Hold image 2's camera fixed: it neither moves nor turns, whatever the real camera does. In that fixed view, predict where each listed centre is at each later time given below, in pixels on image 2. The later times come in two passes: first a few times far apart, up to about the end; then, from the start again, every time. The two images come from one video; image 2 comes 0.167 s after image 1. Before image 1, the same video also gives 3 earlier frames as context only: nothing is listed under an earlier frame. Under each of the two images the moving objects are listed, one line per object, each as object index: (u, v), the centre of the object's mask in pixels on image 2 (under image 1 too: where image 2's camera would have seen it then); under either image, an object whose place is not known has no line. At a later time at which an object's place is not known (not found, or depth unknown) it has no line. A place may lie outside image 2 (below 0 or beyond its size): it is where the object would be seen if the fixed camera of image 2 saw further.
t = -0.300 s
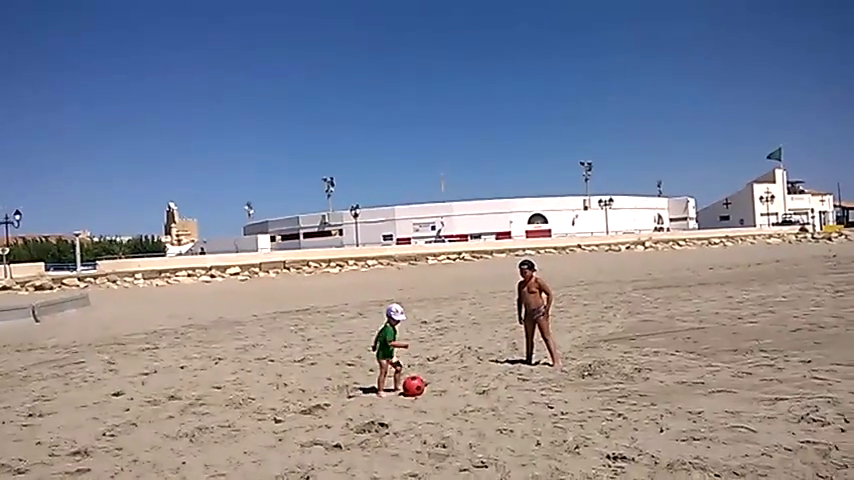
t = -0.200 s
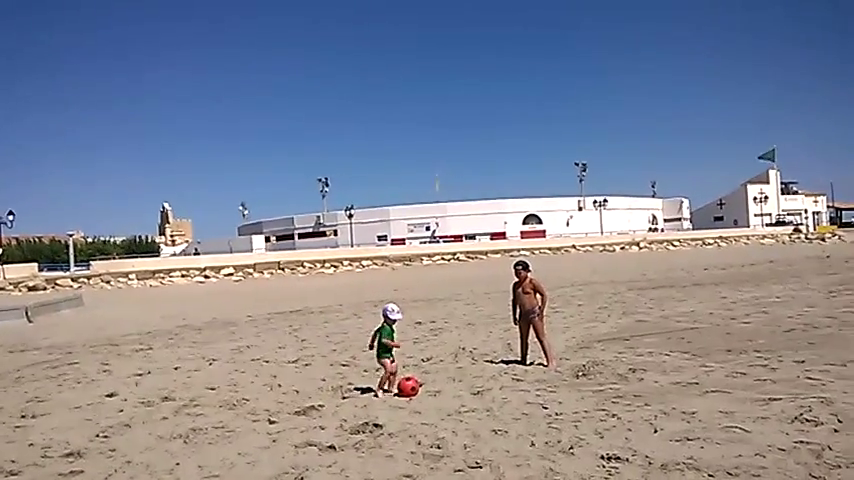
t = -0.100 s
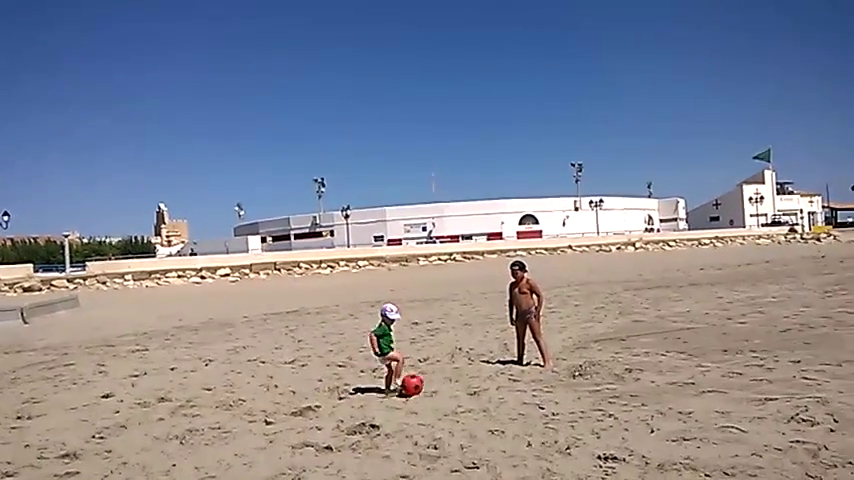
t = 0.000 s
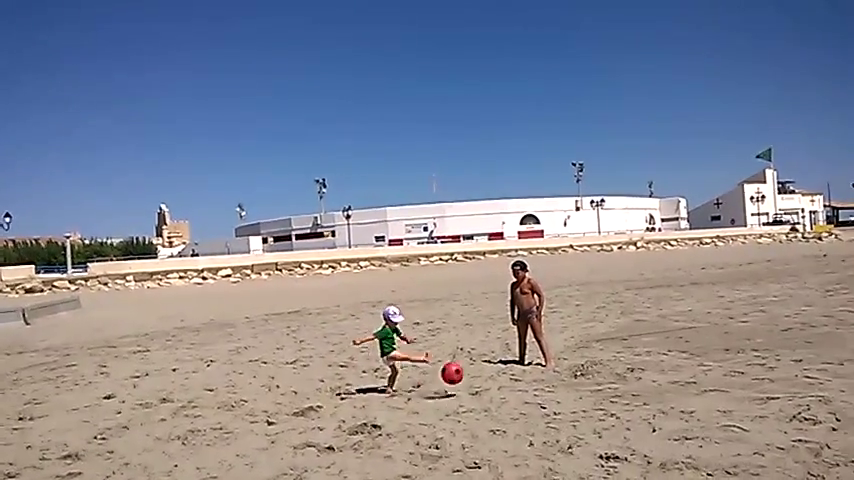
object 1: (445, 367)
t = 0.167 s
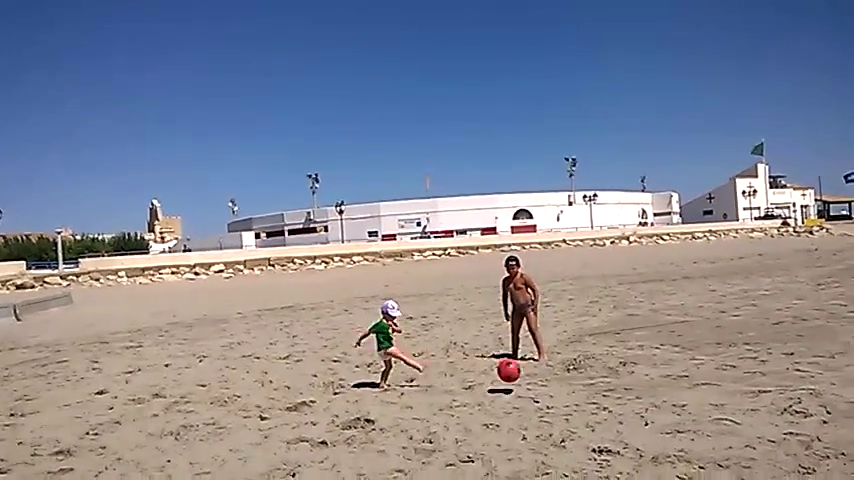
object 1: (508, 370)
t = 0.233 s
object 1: (534, 381)
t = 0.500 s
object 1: (588, 382)
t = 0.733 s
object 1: (626, 384)
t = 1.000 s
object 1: (663, 384)
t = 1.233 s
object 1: (691, 388)
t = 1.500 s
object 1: (718, 388)
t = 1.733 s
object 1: (734, 386)
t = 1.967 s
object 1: (745, 387)
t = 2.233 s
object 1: (748, 385)
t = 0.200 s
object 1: (521, 375)
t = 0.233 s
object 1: (534, 381)
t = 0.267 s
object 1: (543, 381)
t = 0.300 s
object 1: (550, 378)
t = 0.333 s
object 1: (557, 376)
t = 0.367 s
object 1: (563, 375)
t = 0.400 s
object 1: (569, 375)
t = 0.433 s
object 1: (575, 375)
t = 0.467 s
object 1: (581, 378)
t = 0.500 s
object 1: (588, 382)
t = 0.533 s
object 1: (593, 382)
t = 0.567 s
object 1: (599, 382)
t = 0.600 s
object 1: (605, 383)
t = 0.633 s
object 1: (610, 384)
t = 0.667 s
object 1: (616, 383)
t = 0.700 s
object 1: (621, 384)
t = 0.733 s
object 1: (626, 384)
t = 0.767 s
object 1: (631, 384)
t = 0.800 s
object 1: (636, 384)
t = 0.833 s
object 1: (641, 384)
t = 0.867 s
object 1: (645, 384)
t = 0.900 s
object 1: (649, 384)
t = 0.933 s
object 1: (654, 384)
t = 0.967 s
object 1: (658, 385)
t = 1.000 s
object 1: (663, 384)
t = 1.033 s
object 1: (667, 385)
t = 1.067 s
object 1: (671, 386)
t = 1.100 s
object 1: (675, 386)
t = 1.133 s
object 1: (679, 387)
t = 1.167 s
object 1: (683, 387)
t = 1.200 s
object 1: (687, 388)
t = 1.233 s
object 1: (691, 388)
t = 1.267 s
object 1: (695, 388)
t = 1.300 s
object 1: (699, 388)
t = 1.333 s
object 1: (702, 388)
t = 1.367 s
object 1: (705, 388)
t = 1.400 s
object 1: (708, 388)
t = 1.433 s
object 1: (712, 387)
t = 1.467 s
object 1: (715, 387)
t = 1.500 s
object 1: (718, 388)
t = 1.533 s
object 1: (720, 388)
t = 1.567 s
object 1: (723, 387)
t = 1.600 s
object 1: (726, 387)
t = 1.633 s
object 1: (728, 387)
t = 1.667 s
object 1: (730, 387)
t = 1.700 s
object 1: (732, 387)
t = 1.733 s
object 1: (734, 386)
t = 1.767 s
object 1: (736, 387)
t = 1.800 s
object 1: (737, 386)
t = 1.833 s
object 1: (739, 387)
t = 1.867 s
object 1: (740, 387)
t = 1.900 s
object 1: (742, 387)
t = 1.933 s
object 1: (744, 387)
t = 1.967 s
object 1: (745, 387)
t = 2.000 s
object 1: (746, 386)
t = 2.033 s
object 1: (747, 386)
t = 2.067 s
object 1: (748, 385)
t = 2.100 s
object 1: (748, 386)
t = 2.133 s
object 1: (748, 385)
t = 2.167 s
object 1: (748, 385)
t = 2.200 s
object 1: (749, 385)
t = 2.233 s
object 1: (748, 385)
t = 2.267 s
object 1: (748, 385)
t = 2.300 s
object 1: (748, 385)
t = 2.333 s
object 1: (748, 385)
